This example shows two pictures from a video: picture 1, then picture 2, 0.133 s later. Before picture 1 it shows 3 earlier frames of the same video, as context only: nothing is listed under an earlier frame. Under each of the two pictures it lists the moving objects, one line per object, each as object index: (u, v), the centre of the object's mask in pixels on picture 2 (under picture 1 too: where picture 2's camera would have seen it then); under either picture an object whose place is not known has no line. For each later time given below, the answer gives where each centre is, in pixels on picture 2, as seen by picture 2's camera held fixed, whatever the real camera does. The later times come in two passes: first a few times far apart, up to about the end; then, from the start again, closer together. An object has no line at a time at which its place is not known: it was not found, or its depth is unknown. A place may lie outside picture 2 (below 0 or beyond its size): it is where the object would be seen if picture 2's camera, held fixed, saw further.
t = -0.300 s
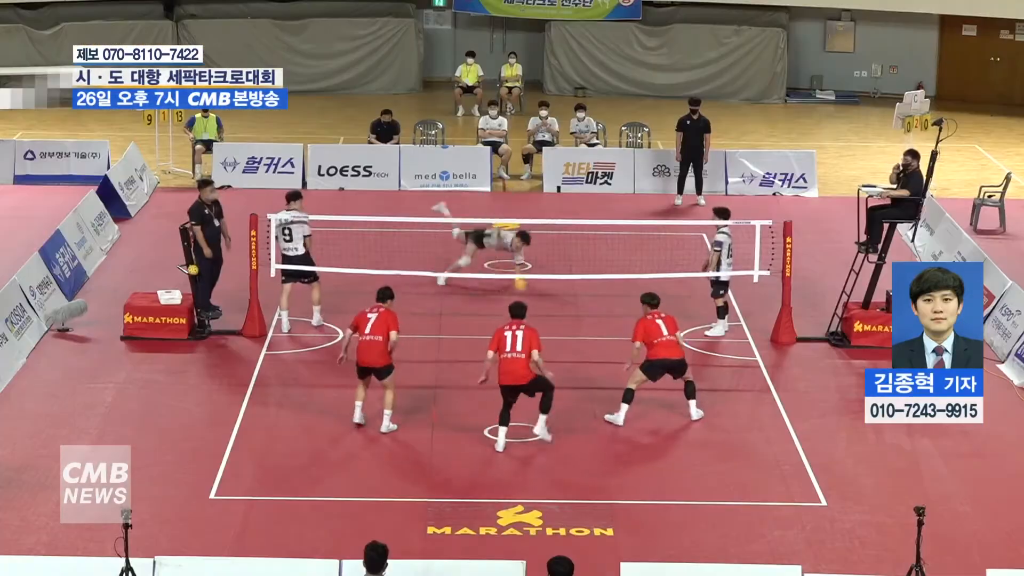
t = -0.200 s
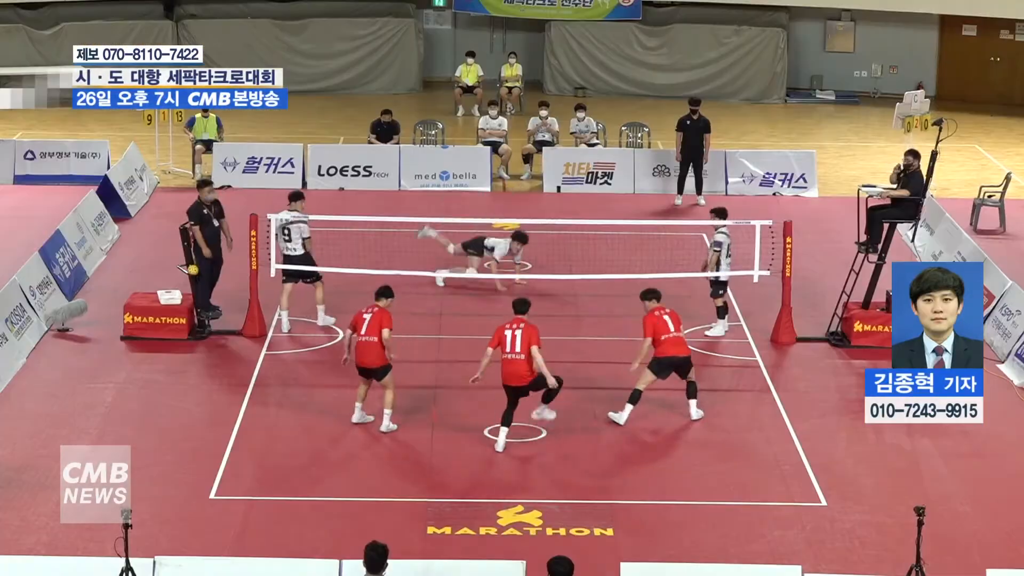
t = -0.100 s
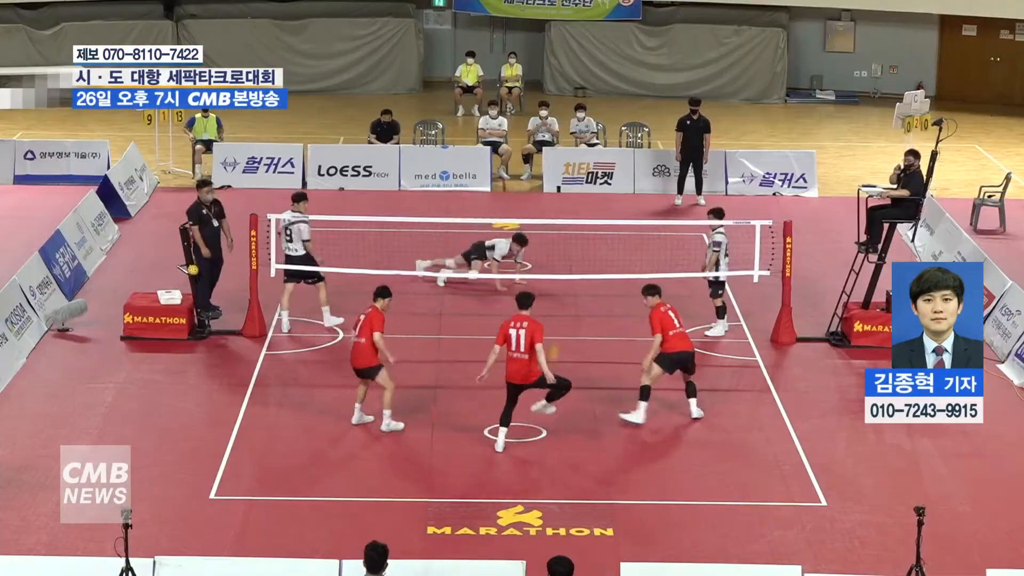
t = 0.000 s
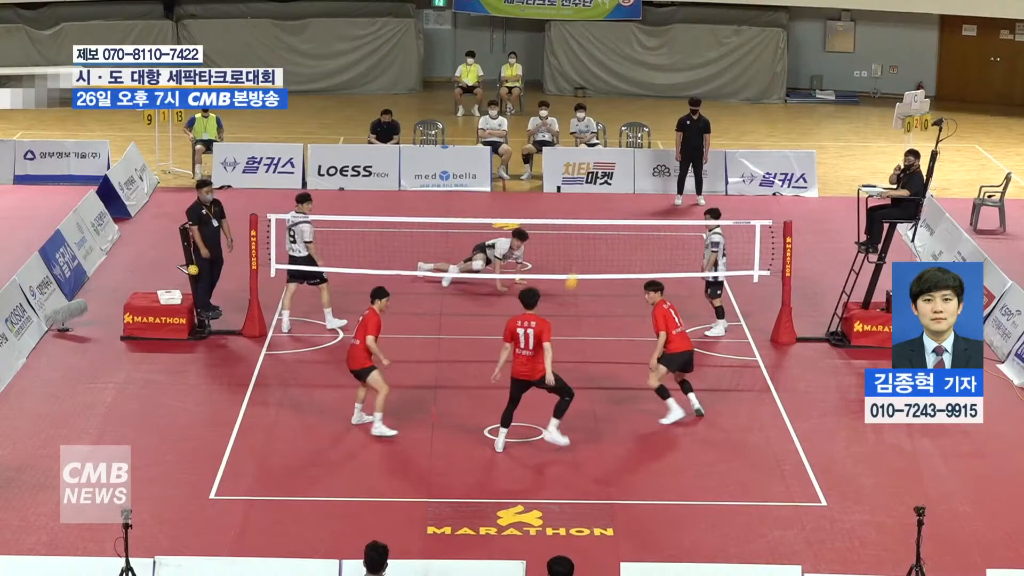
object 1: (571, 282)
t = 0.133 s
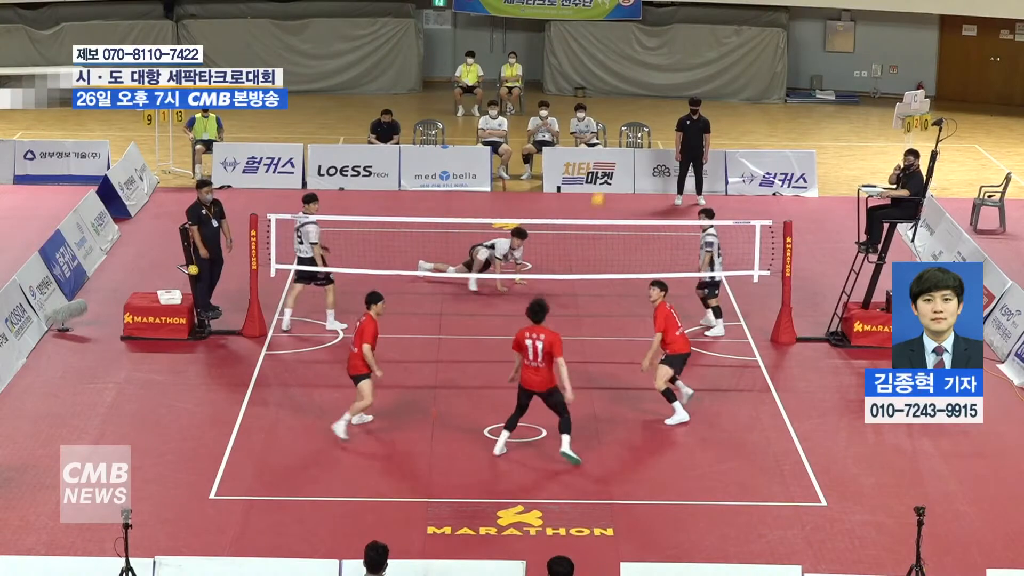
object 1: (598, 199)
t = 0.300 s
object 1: (630, 119)
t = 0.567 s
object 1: (682, 47)
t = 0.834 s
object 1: (732, 42)
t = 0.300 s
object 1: (630, 119)
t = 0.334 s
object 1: (637, 107)
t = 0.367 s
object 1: (643, 95)
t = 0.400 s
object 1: (650, 85)
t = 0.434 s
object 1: (656, 75)
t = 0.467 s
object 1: (663, 66)
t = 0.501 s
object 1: (670, 58)
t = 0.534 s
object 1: (676, 52)
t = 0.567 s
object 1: (682, 47)
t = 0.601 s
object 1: (688, 43)
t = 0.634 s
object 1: (694, 39)
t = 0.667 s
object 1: (701, 37)
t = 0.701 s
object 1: (707, 36)
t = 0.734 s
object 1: (713, 36)
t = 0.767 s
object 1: (720, 37)
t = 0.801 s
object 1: (726, 39)
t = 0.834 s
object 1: (732, 42)
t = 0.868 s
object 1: (738, 46)
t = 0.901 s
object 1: (744, 51)
